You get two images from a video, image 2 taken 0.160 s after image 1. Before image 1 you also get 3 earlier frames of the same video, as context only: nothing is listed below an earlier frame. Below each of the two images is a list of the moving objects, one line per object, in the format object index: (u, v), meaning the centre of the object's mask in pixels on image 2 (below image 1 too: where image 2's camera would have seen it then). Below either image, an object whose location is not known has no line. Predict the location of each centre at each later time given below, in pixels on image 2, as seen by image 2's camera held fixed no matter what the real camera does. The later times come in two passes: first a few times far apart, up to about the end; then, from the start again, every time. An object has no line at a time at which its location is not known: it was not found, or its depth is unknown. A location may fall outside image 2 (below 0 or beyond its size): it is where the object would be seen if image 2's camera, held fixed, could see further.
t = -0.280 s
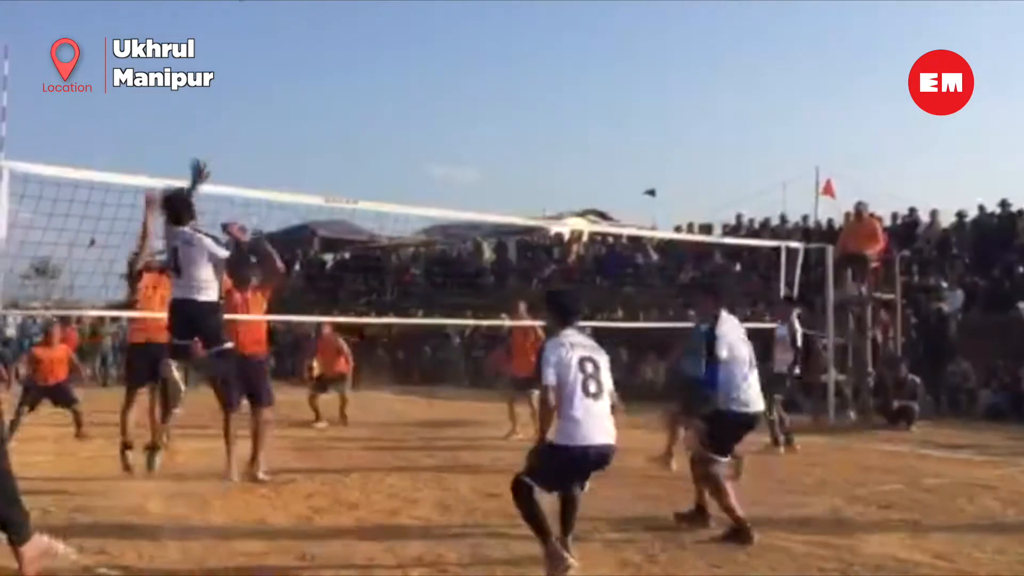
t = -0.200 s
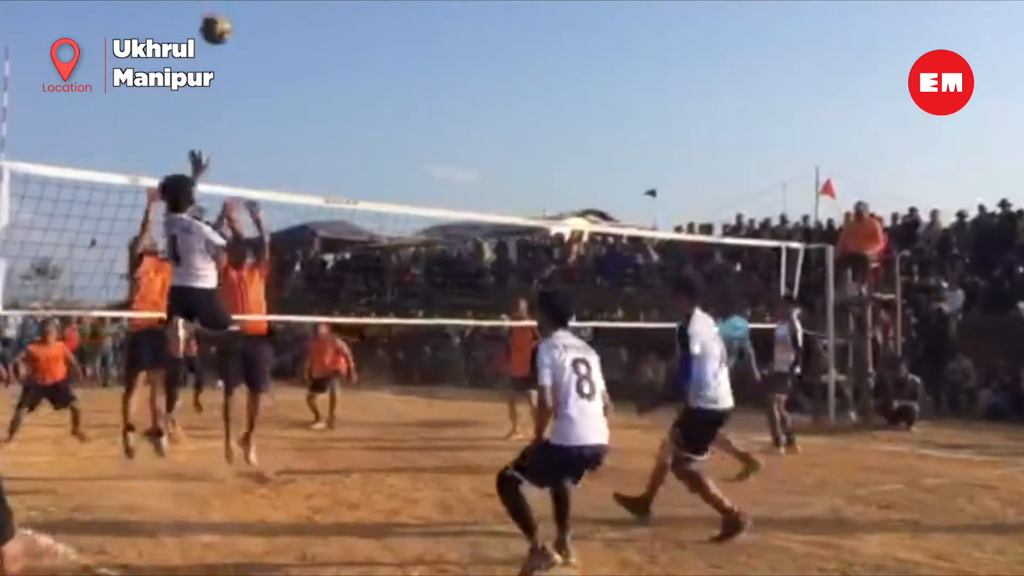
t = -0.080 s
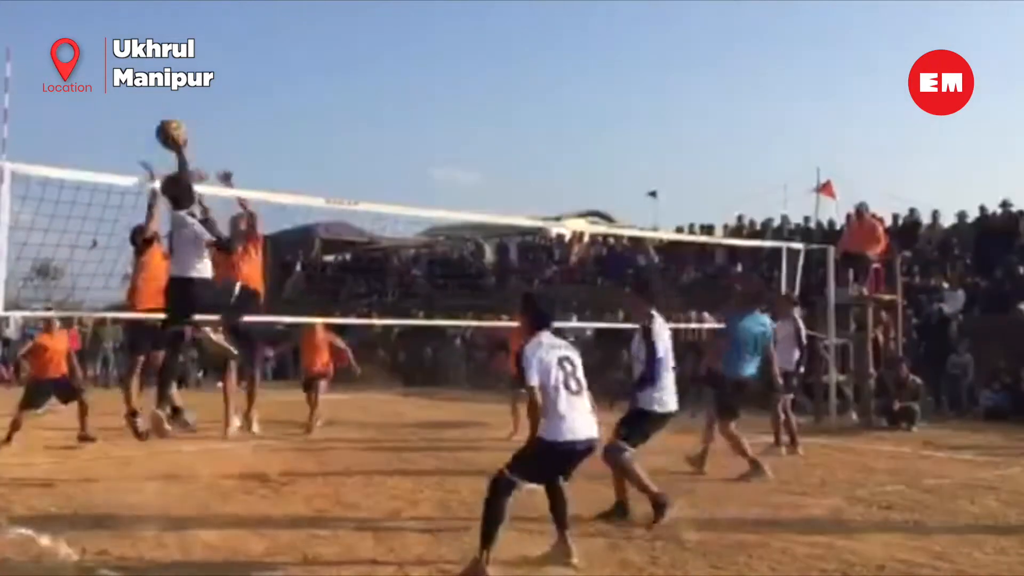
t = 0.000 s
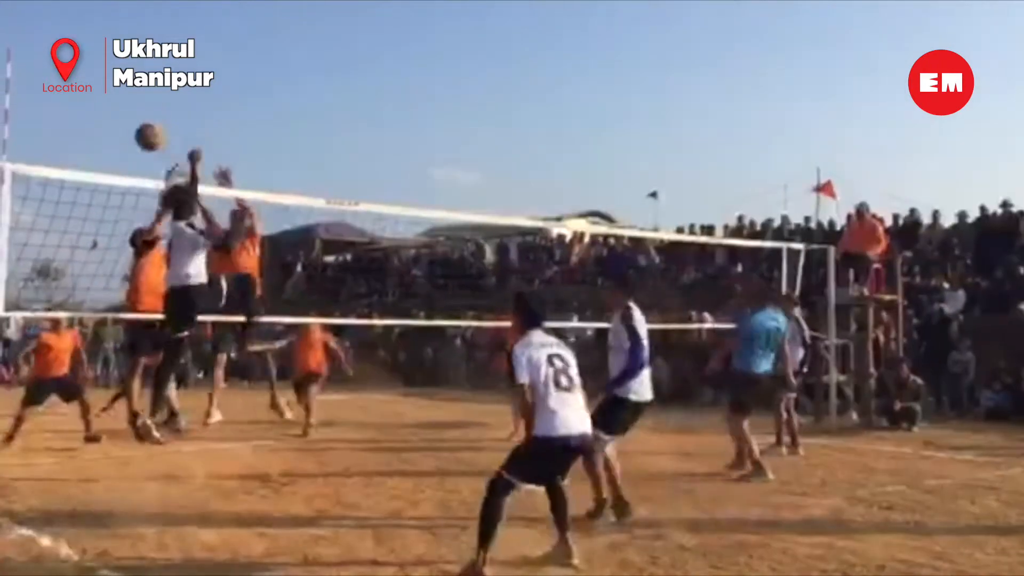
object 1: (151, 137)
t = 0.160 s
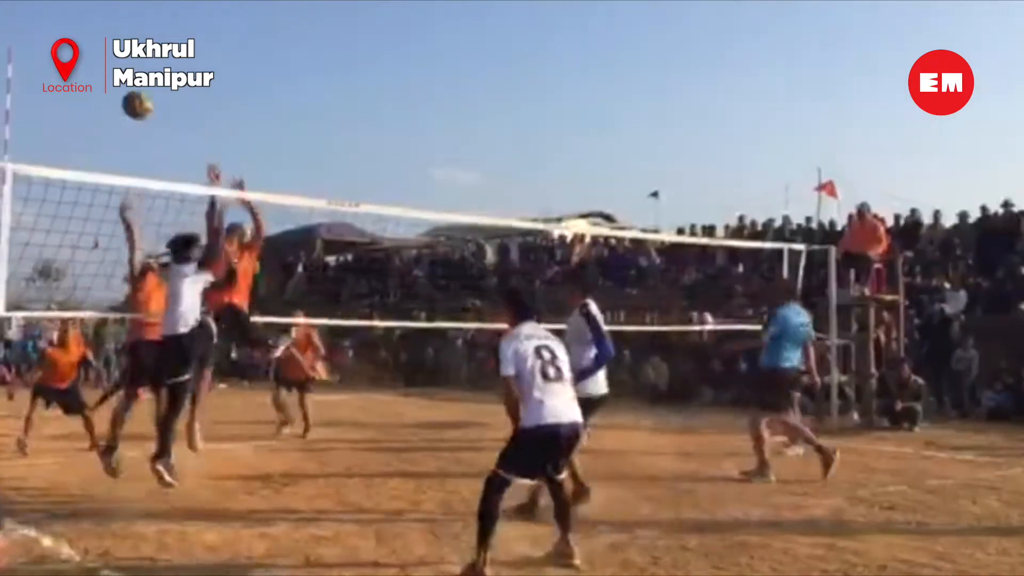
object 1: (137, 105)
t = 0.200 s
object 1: (133, 103)
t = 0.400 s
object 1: (116, 115)
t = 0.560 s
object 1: (102, 158)
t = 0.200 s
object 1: (133, 103)
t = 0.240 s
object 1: (130, 102)
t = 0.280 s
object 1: (127, 102)
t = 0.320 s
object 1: (124, 104)
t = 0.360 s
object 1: (121, 108)
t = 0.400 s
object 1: (116, 115)
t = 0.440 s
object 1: (114, 123)
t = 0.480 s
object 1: (110, 130)
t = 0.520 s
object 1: (106, 146)
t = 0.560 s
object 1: (102, 158)
